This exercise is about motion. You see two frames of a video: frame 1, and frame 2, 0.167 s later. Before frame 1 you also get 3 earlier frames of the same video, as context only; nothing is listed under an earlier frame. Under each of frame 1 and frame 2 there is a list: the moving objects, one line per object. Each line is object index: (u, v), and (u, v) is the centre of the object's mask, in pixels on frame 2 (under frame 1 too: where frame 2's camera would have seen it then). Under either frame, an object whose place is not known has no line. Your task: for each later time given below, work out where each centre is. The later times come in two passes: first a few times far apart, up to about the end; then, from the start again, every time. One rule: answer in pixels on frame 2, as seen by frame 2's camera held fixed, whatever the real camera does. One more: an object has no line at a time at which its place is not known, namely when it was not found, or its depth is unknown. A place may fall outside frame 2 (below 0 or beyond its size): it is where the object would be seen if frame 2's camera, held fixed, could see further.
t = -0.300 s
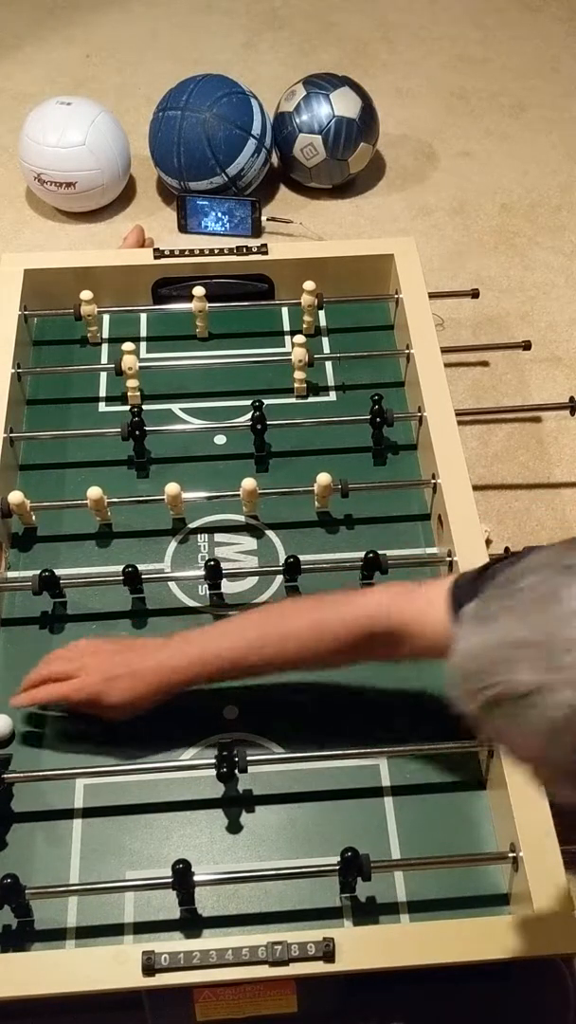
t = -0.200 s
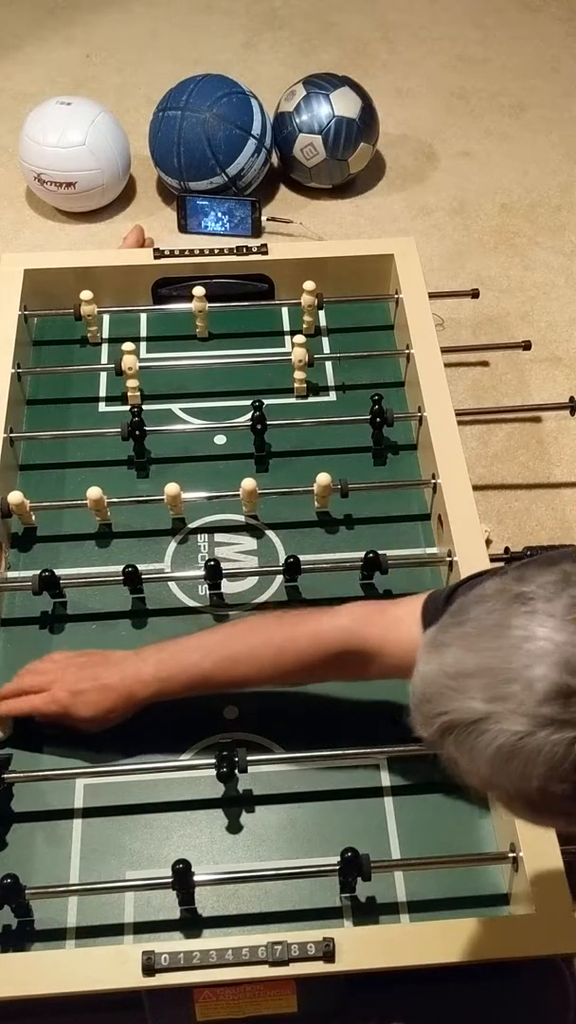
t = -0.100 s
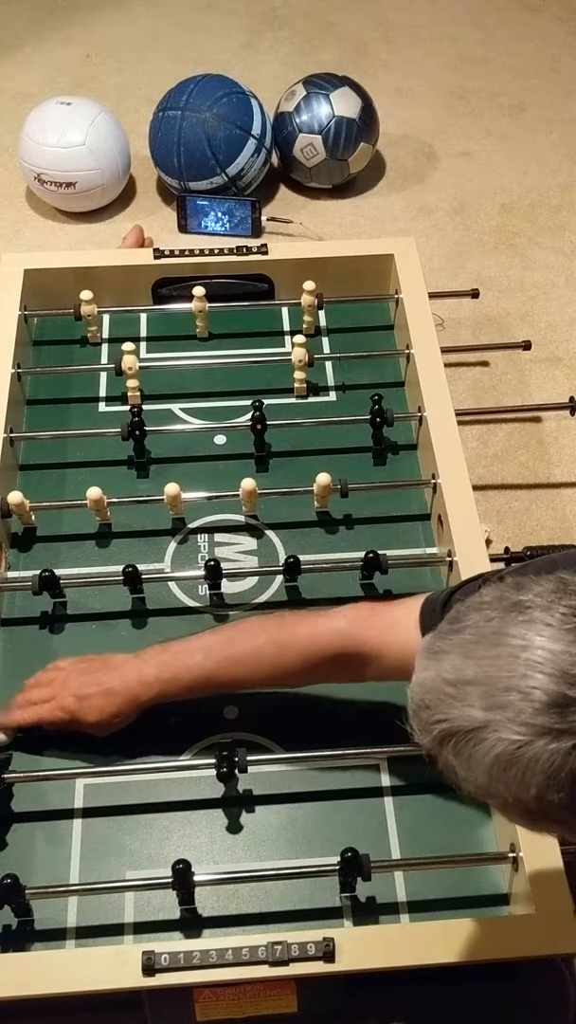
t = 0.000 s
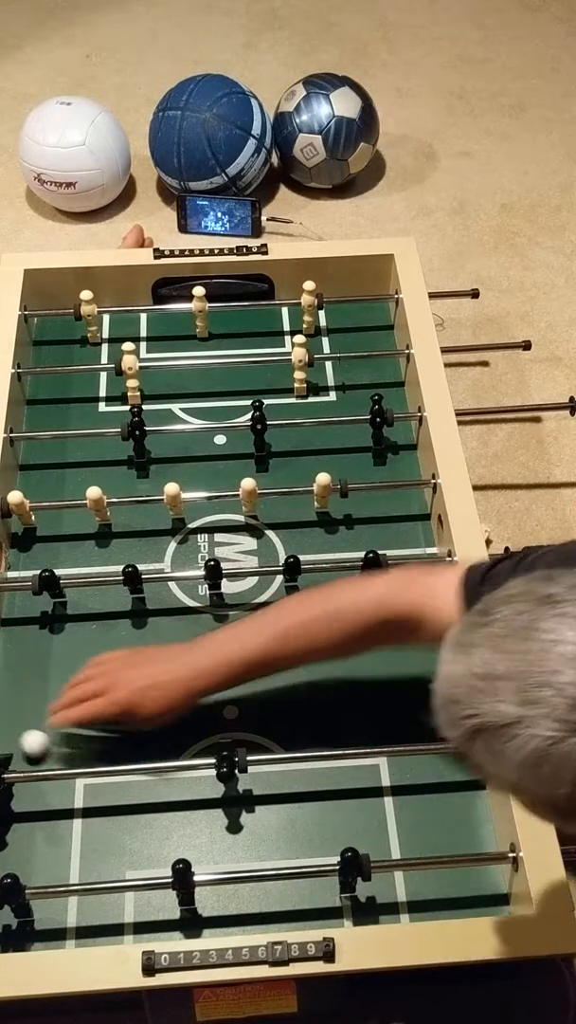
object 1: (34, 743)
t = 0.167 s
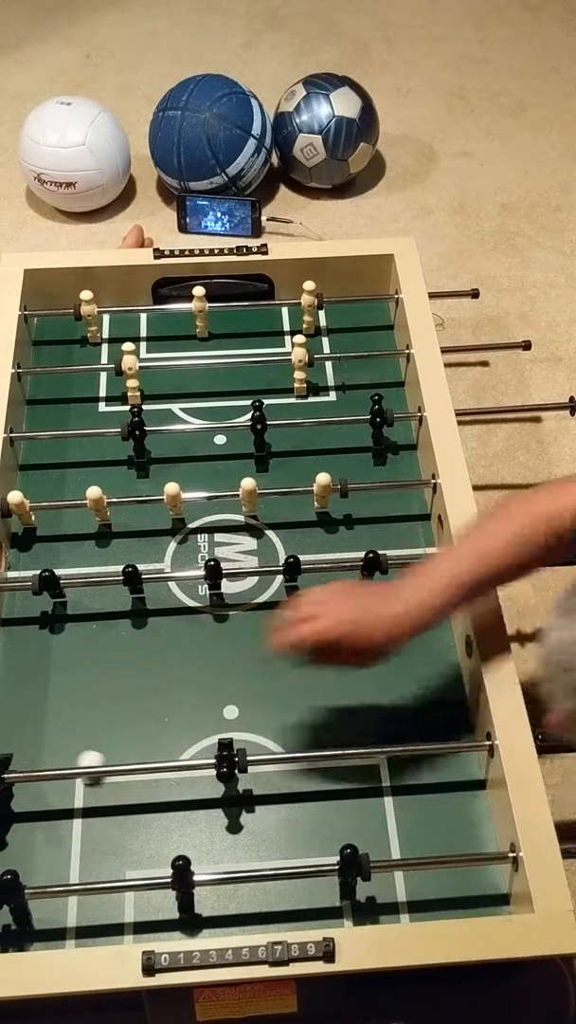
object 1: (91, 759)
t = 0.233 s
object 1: (114, 781)
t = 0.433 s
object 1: (176, 799)
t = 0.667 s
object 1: (244, 828)
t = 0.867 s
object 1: (305, 852)
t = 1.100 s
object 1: (359, 888)
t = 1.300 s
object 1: (405, 909)
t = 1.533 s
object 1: (451, 914)
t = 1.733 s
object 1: (479, 909)
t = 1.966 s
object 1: (495, 902)
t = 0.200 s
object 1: (101, 760)
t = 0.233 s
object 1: (114, 781)
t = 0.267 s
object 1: (124, 784)
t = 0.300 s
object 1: (135, 785)
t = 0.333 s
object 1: (145, 788)
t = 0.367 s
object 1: (155, 790)
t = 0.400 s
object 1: (166, 795)
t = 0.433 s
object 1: (176, 799)
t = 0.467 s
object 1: (186, 803)
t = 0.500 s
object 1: (196, 808)
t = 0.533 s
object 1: (206, 811)
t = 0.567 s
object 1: (216, 816)
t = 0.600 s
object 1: (226, 820)
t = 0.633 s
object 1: (235, 824)
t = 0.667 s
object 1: (244, 828)
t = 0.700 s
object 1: (252, 833)
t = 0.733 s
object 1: (259, 836)
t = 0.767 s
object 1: (267, 839)
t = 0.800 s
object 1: (279, 837)
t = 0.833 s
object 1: (297, 848)
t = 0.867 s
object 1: (305, 852)
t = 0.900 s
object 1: (312, 854)
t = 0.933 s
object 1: (319, 856)
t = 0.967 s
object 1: (330, 883)
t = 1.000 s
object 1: (336, 886)
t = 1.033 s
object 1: (343, 886)
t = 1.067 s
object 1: (350, 886)
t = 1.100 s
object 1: (359, 888)
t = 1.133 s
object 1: (366, 890)
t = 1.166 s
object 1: (375, 894)
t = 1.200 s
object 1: (383, 899)
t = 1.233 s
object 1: (391, 903)
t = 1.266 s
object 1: (399, 907)
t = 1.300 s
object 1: (405, 909)
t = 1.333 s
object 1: (412, 910)
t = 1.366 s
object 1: (419, 912)
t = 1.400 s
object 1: (426, 914)
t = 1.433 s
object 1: (433, 915)
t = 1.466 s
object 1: (440, 916)
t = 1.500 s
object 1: (446, 915)
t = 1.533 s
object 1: (451, 914)
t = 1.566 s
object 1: (456, 914)
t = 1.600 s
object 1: (461, 912)
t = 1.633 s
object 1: (466, 911)
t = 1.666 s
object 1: (470, 911)
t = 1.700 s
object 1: (475, 910)
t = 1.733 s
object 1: (479, 909)
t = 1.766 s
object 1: (483, 908)
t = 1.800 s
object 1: (486, 907)
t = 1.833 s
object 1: (490, 906)
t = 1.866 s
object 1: (493, 905)
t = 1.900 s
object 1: (497, 904)
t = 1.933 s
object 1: (497, 903)
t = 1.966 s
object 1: (495, 902)
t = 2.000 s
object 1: (493, 902)
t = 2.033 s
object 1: (492, 901)
